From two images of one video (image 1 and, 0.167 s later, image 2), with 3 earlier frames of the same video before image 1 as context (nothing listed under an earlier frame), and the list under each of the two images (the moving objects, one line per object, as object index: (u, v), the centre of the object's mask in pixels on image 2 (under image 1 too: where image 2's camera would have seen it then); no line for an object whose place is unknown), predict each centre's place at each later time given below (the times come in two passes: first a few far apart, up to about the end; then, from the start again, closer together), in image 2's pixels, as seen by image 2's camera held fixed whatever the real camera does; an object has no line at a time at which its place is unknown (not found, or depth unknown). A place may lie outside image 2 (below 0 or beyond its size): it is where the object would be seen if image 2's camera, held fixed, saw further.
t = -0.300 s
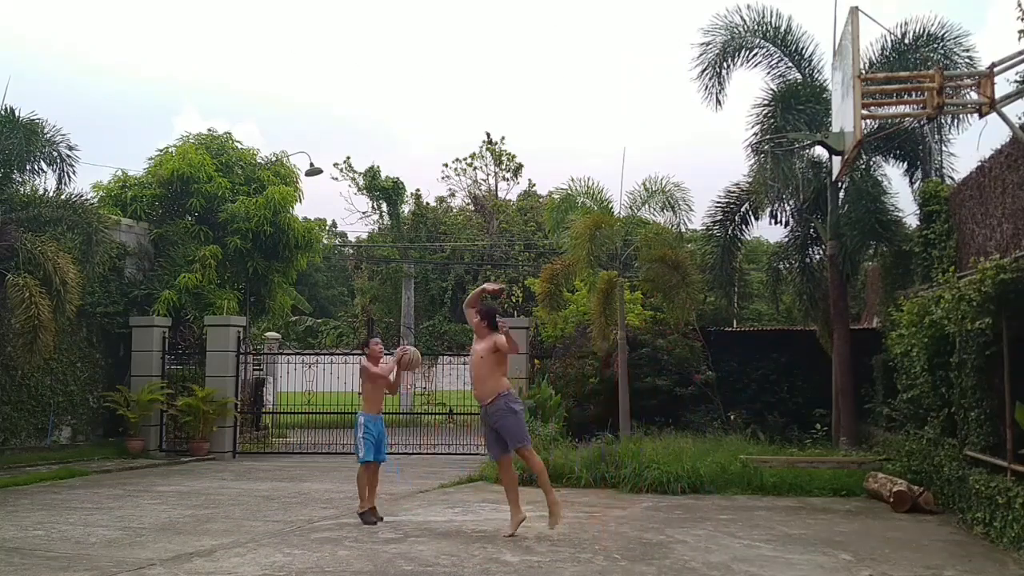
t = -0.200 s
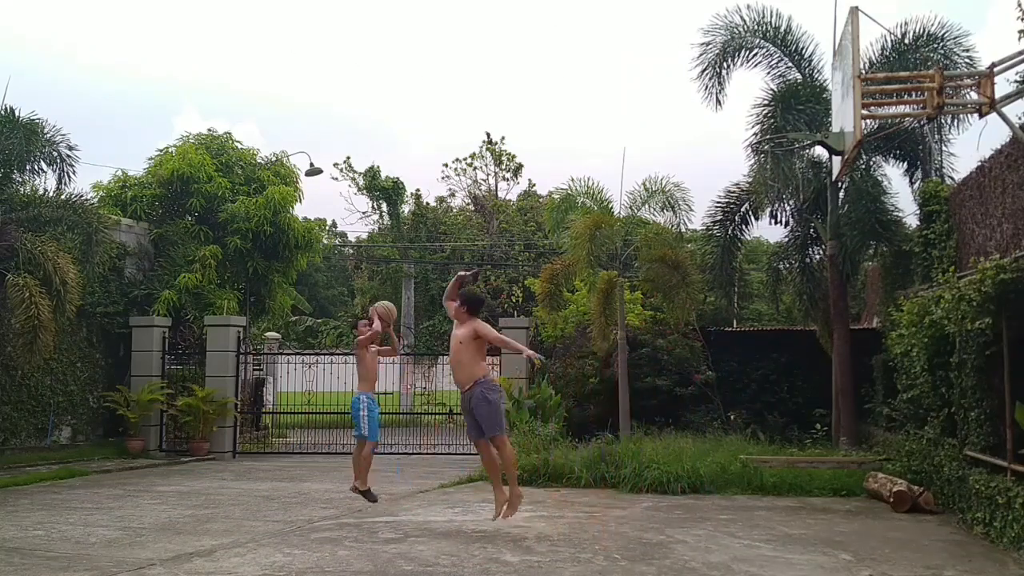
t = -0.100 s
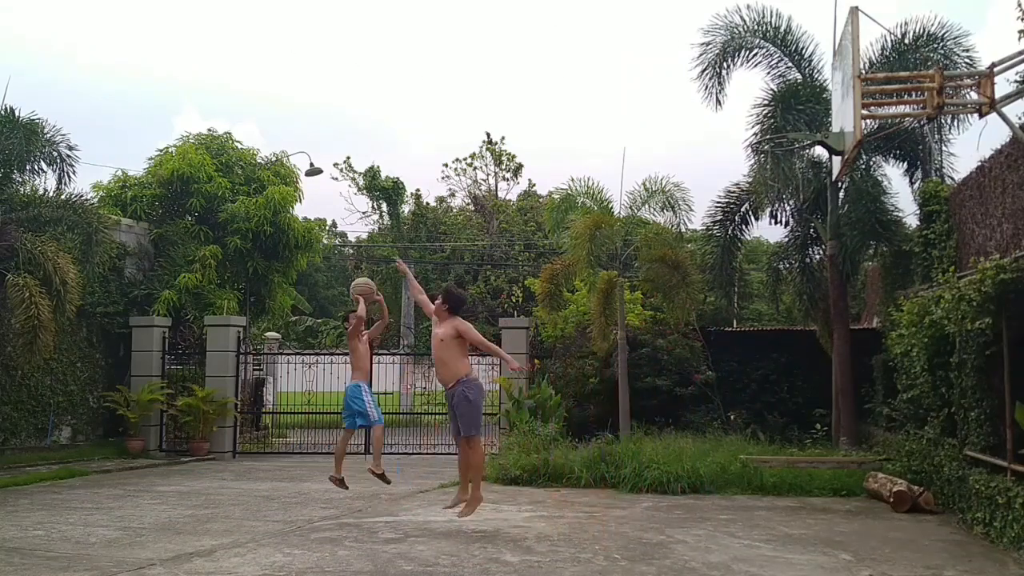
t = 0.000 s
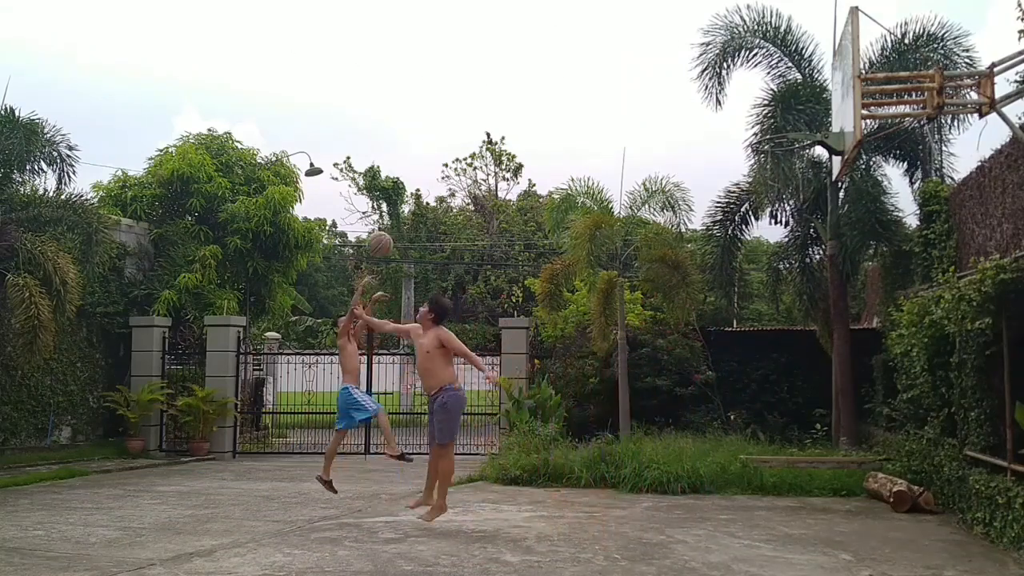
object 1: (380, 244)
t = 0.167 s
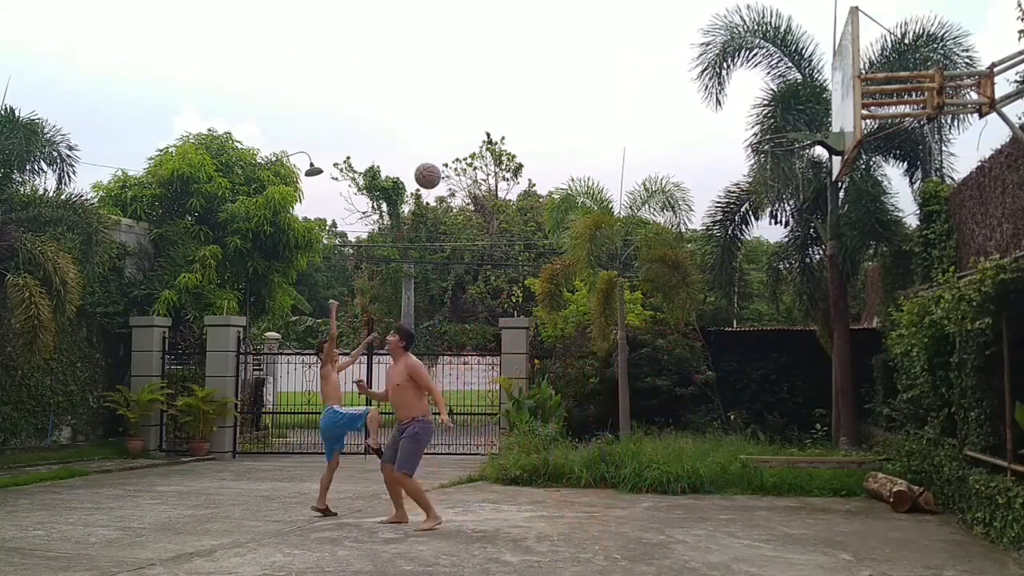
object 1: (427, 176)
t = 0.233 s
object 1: (448, 155)
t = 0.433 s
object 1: (512, 118)
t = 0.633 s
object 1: (582, 125)
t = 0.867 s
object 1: (678, 201)
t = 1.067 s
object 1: (776, 342)
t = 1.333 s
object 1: (915, 534)
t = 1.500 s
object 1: (963, 404)
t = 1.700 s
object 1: (1013, 301)
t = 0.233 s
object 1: (448, 155)
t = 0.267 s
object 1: (458, 146)
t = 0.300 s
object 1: (468, 138)
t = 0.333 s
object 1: (479, 132)
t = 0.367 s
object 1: (490, 126)
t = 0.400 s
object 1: (501, 122)
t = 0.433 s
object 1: (512, 118)
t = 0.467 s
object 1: (523, 116)
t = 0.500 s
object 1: (534, 115)
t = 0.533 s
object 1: (546, 115)
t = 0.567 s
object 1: (558, 117)
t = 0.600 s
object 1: (570, 121)
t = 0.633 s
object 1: (582, 125)
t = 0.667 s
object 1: (595, 131)
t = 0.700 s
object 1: (608, 139)
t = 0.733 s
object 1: (621, 148)
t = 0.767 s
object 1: (635, 159)
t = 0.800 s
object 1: (648, 171)
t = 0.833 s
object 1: (663, 185)
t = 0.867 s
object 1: (678, 201)
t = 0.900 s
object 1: (693, 218)
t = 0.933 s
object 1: (709, 239)
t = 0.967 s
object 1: (724, 262)
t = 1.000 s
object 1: (739, 285)
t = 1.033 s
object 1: (757, 312)
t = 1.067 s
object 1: (776, 342)
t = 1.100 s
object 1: (794, 373)
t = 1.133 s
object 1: (813, 408)
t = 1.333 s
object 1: (915, 534)
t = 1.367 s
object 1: (924, 505)
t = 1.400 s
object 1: (932, 480)
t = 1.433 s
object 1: (943, 452)
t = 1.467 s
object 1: (953, 427)
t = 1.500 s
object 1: (963, 404)
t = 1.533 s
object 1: (973, 384)
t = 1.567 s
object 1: (982, 364)
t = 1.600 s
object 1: (992, 346)
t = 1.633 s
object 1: (1002, 329)
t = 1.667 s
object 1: (1008, 314)
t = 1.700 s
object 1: (1013, 301)
